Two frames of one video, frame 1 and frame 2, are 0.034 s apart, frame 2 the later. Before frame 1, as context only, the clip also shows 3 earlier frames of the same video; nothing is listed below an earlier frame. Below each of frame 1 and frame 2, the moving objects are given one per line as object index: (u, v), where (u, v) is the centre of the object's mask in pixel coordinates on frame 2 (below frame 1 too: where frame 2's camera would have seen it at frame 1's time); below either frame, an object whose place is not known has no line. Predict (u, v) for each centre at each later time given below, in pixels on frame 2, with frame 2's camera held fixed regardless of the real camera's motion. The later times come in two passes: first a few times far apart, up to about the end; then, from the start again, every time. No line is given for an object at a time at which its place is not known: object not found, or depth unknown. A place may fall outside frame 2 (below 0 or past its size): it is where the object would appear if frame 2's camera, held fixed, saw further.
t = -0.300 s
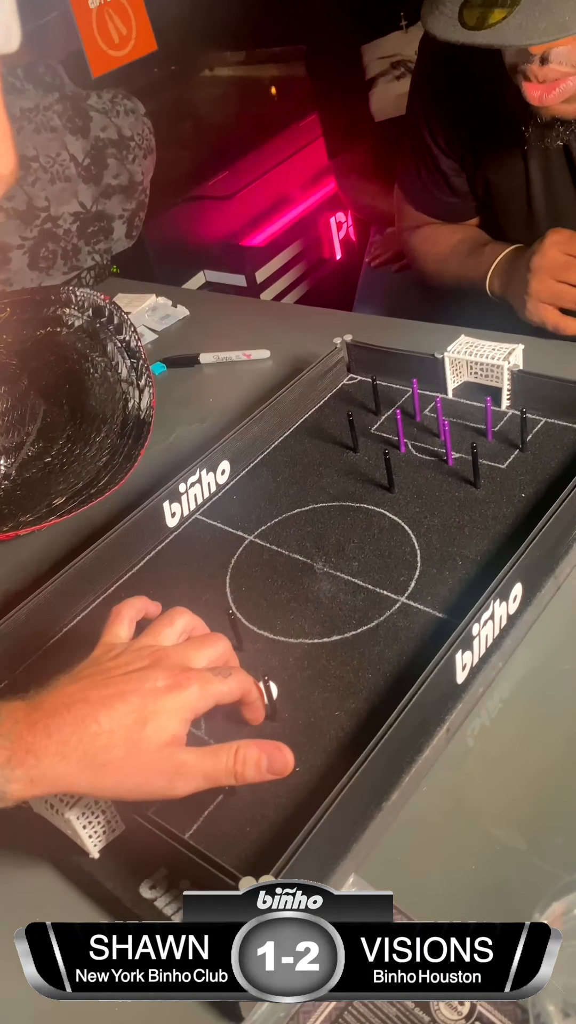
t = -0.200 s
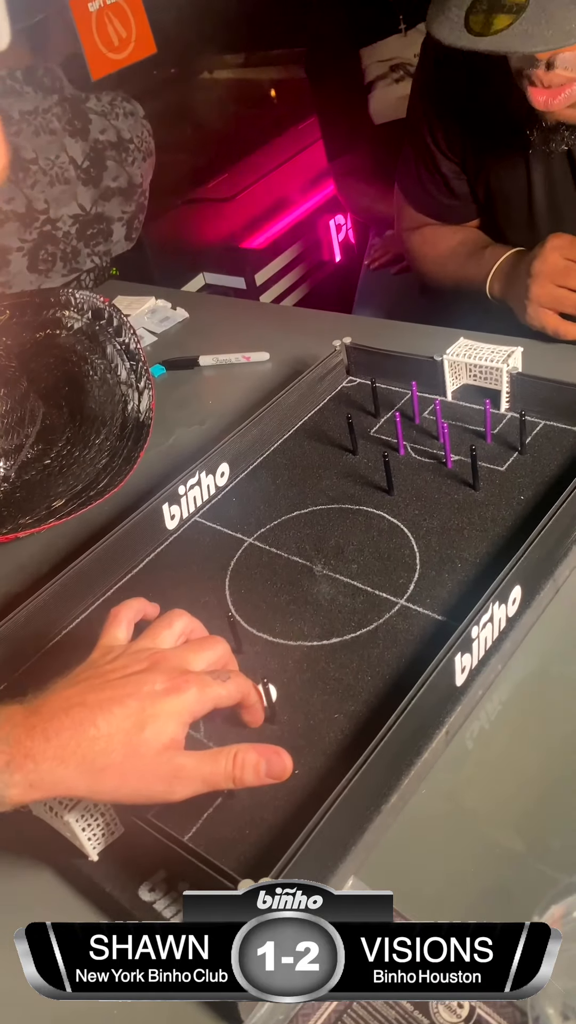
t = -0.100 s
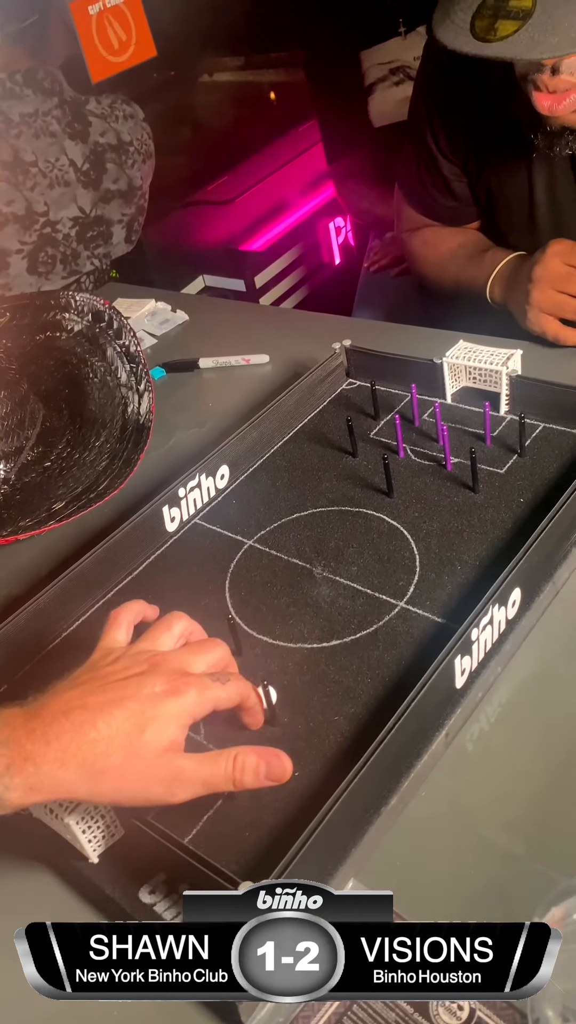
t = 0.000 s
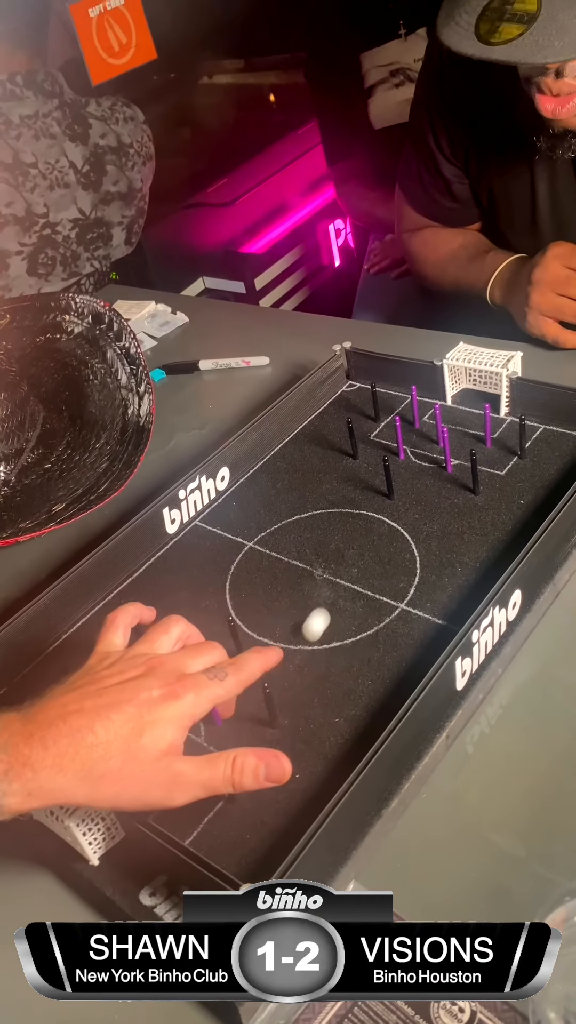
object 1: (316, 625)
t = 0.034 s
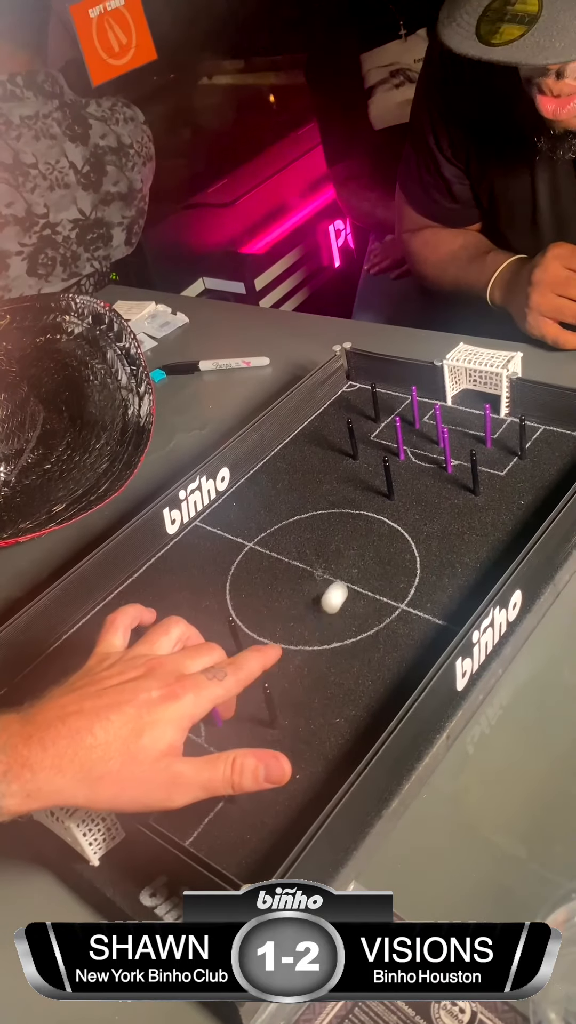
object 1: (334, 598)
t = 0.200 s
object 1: (402, 496)
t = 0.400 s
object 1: (437, 446)
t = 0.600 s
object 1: (432, 447)
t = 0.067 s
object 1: (350, 573)
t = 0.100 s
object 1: (365, 552)
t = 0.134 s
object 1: (378, 532)
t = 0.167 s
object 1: (390, 514)
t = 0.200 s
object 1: (402, 496)
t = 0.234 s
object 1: (413, 480)
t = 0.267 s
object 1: (423, 465)
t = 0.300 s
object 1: (433, 452)
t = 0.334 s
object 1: (436, 446)
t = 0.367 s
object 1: (437, 447)
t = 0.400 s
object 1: (437, 446)
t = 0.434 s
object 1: (437, 445)
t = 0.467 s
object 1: (437, 446)
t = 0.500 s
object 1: (436, 447)
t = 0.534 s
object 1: (435, 447)
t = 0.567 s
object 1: (434, 447)
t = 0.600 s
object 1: (432, 447)
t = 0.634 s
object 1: (431, 447)
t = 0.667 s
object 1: (431, 447)
